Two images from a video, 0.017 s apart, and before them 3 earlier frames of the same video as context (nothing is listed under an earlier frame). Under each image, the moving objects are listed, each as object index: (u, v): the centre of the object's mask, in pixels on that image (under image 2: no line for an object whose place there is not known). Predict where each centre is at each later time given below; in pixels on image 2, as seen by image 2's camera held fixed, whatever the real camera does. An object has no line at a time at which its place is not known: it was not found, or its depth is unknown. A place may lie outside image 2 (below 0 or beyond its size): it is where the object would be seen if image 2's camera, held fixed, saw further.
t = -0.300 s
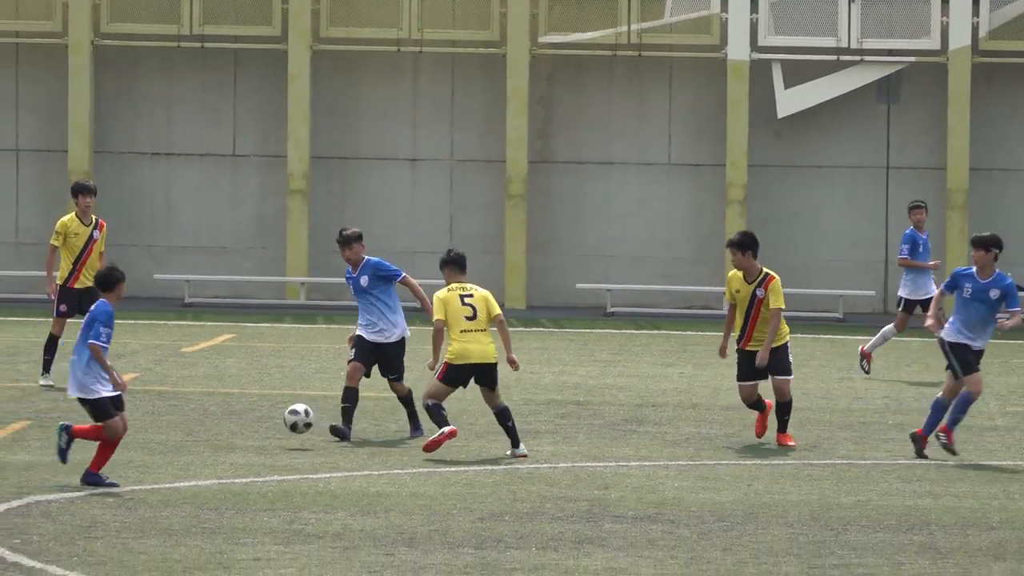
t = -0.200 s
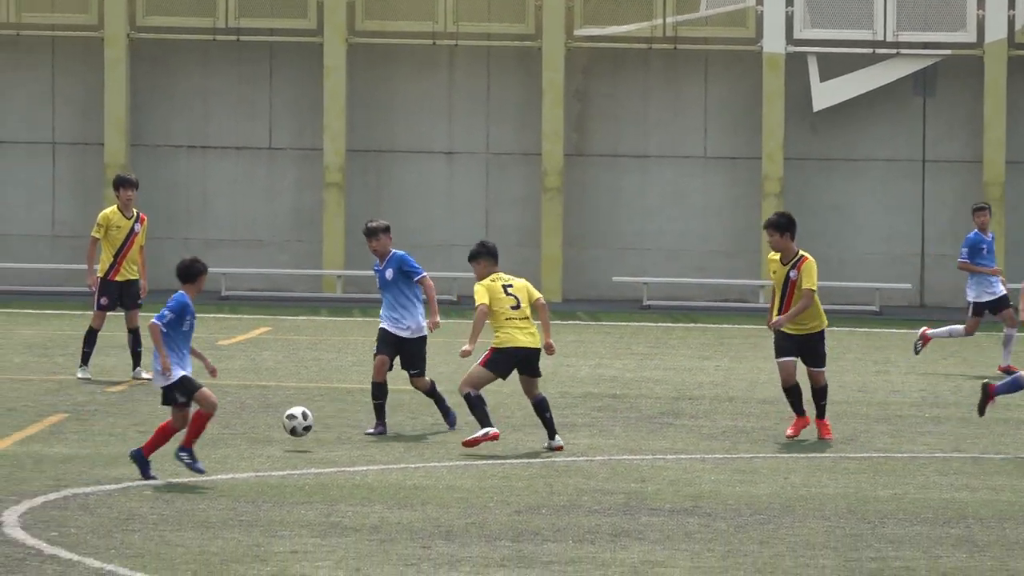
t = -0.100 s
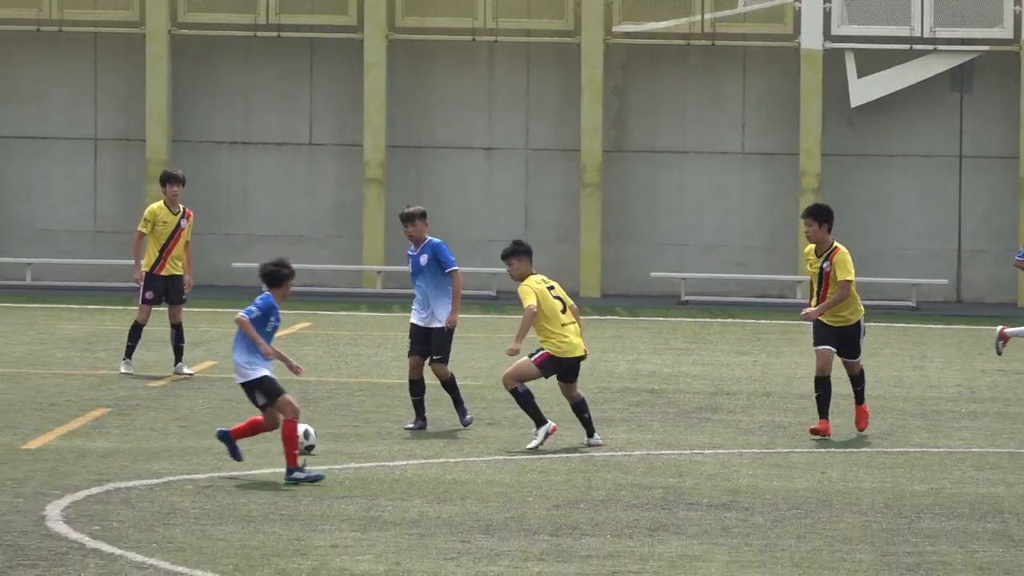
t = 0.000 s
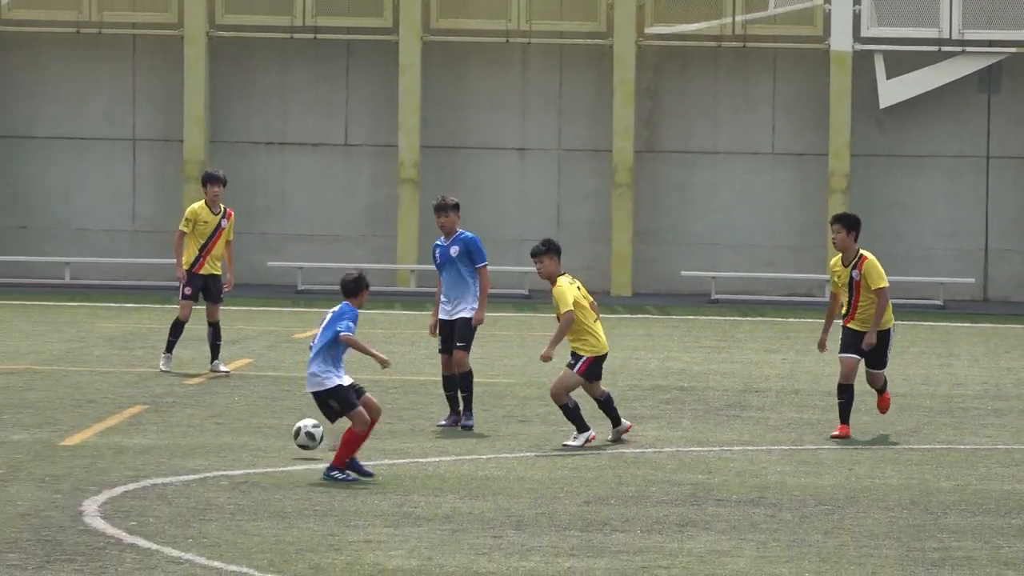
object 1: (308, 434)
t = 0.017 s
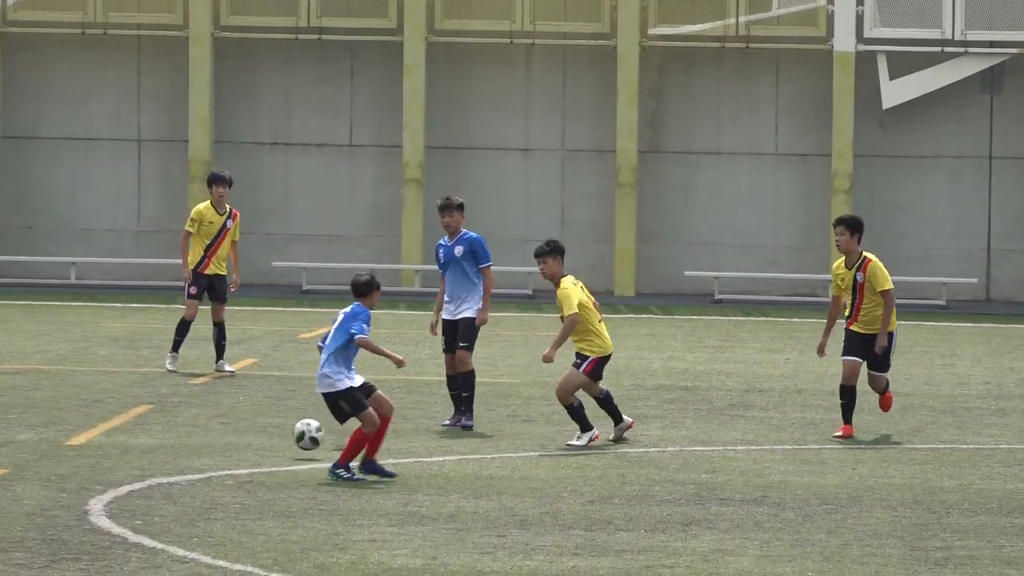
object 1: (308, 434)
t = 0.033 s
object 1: (303, 436)
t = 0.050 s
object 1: (298, 437)
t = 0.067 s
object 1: (294, 439)
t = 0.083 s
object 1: (289, 442)
